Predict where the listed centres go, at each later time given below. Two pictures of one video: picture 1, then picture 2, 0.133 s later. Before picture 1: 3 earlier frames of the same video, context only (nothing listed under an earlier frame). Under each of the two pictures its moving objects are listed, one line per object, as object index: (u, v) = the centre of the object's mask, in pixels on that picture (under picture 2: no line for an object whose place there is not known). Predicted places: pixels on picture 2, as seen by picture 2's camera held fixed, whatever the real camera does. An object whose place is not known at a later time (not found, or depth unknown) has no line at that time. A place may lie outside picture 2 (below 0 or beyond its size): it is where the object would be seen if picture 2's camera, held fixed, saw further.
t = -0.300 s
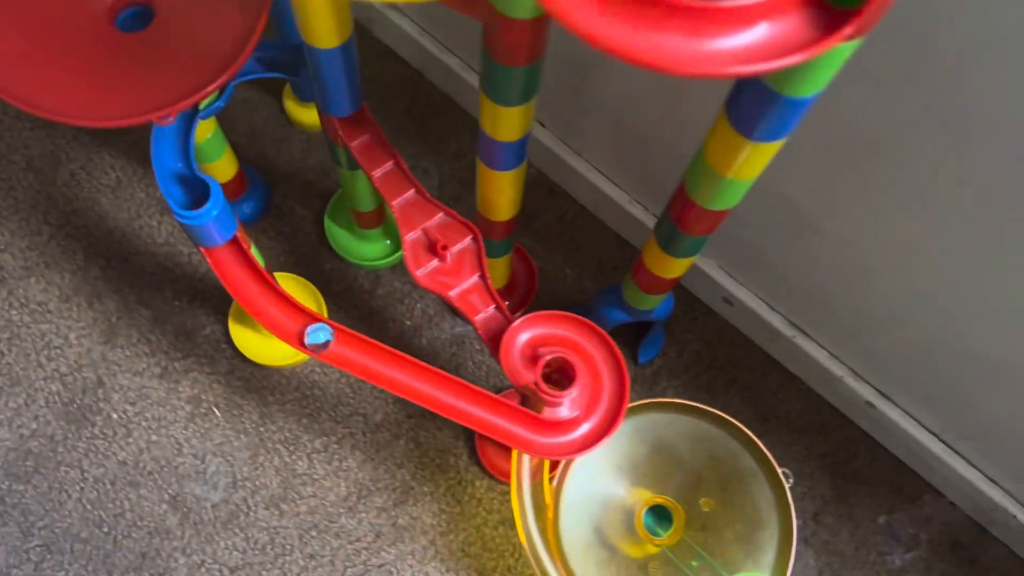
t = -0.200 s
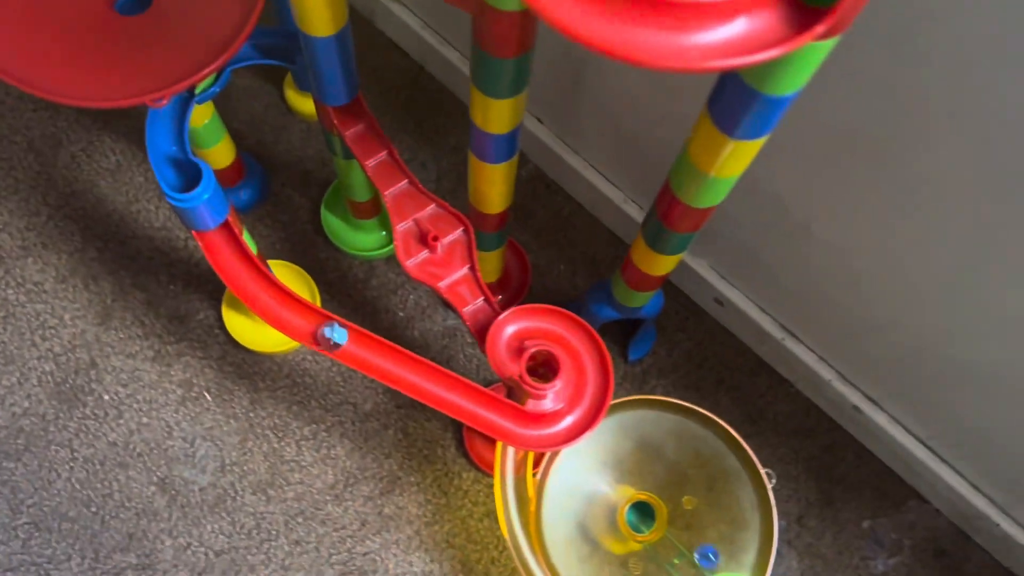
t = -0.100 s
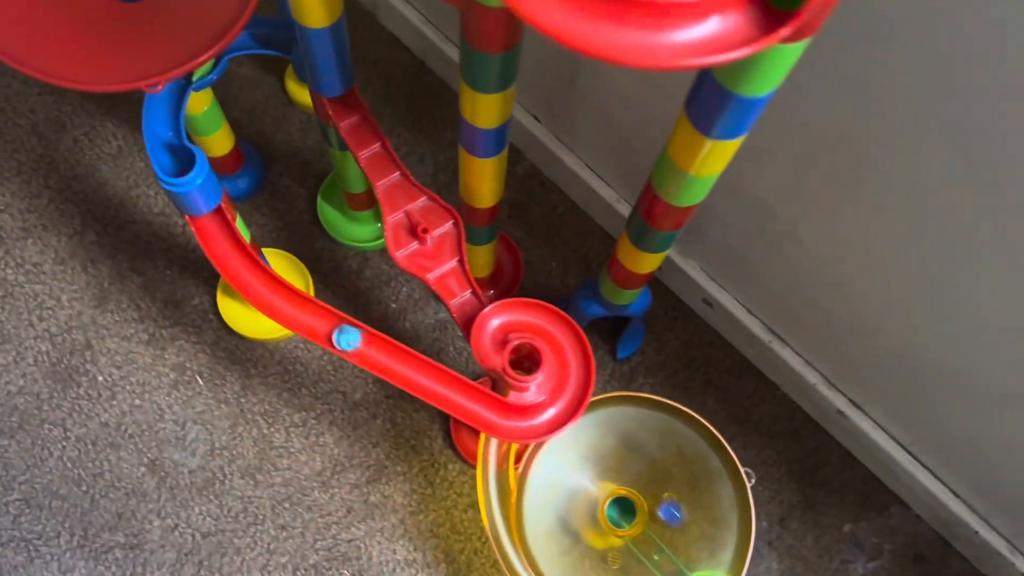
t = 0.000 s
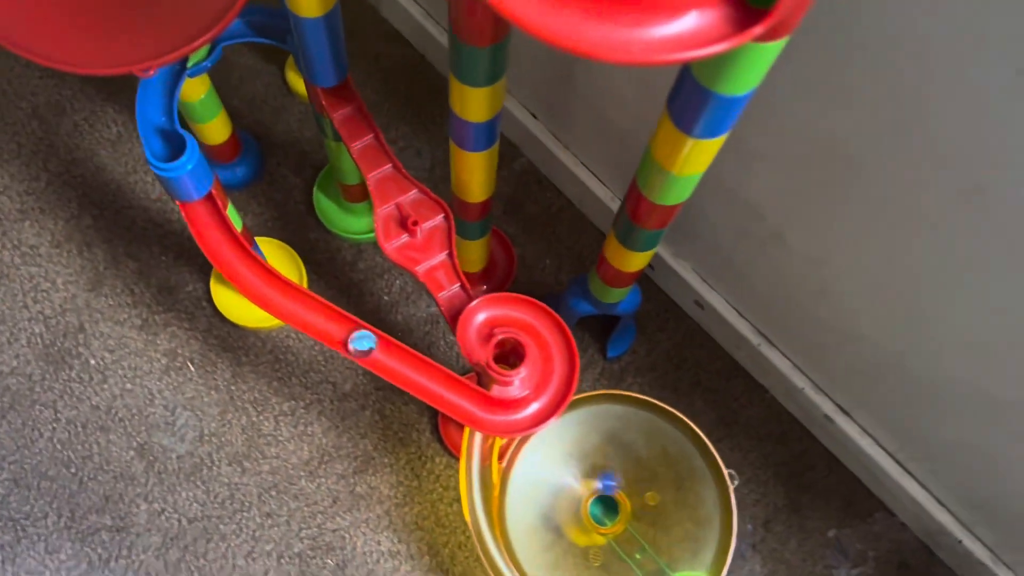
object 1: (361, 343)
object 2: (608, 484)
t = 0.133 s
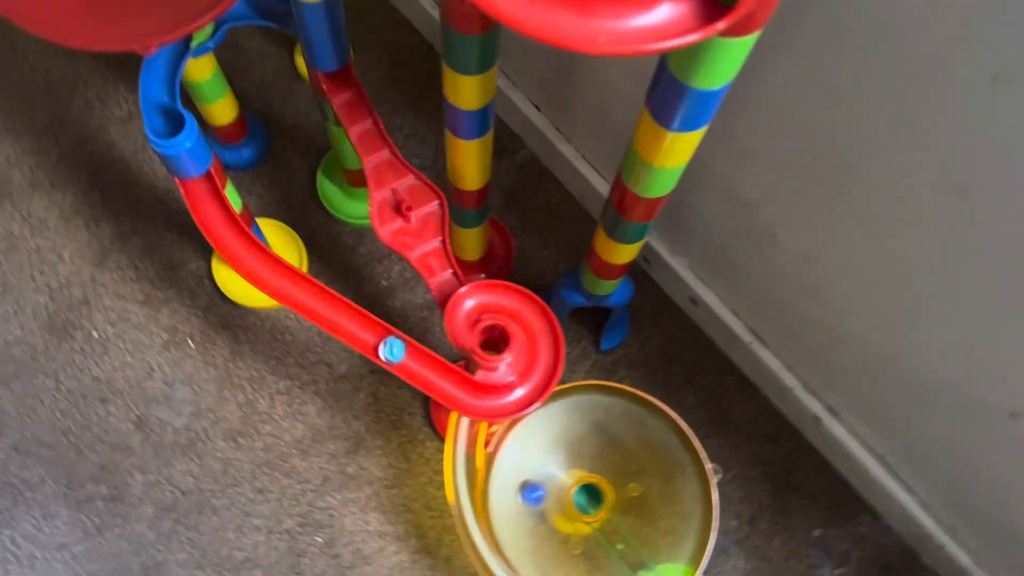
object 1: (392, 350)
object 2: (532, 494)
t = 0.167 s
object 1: (402, 357)
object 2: (525, 503)
